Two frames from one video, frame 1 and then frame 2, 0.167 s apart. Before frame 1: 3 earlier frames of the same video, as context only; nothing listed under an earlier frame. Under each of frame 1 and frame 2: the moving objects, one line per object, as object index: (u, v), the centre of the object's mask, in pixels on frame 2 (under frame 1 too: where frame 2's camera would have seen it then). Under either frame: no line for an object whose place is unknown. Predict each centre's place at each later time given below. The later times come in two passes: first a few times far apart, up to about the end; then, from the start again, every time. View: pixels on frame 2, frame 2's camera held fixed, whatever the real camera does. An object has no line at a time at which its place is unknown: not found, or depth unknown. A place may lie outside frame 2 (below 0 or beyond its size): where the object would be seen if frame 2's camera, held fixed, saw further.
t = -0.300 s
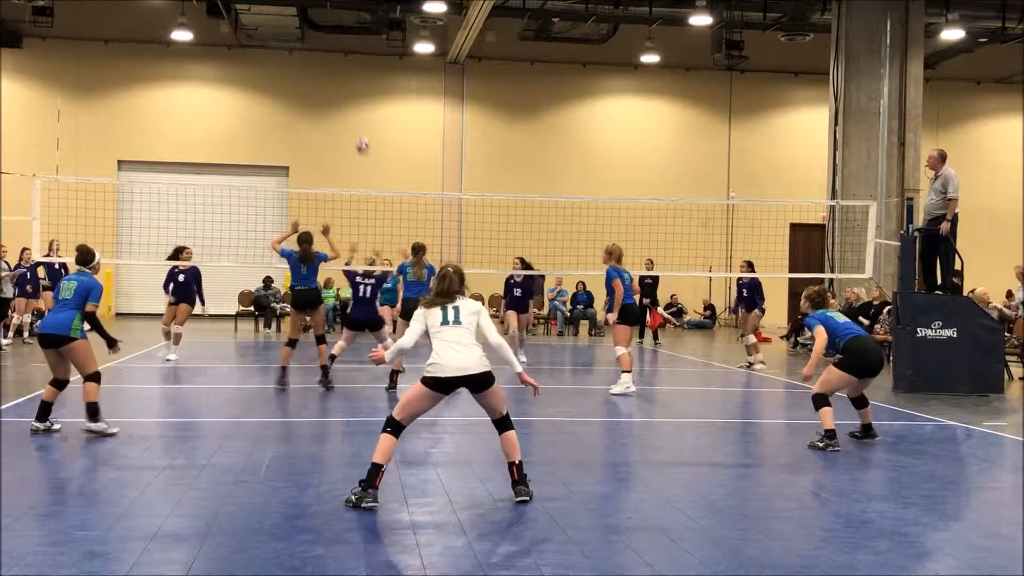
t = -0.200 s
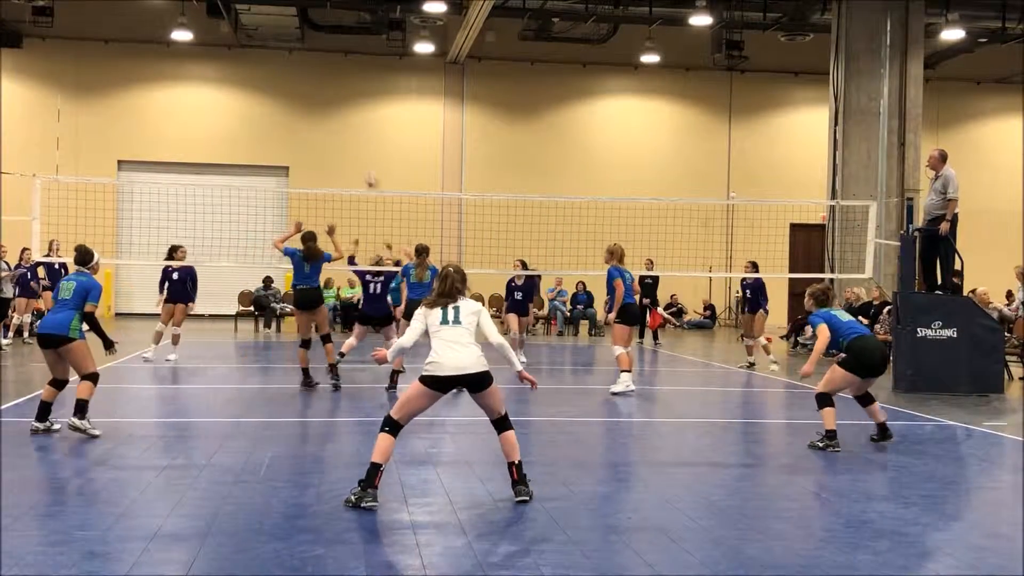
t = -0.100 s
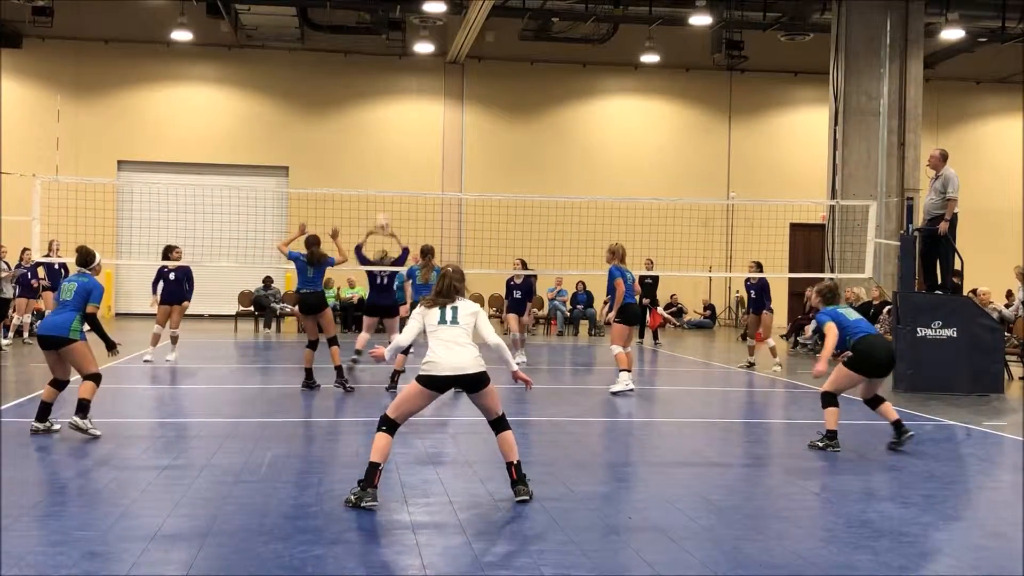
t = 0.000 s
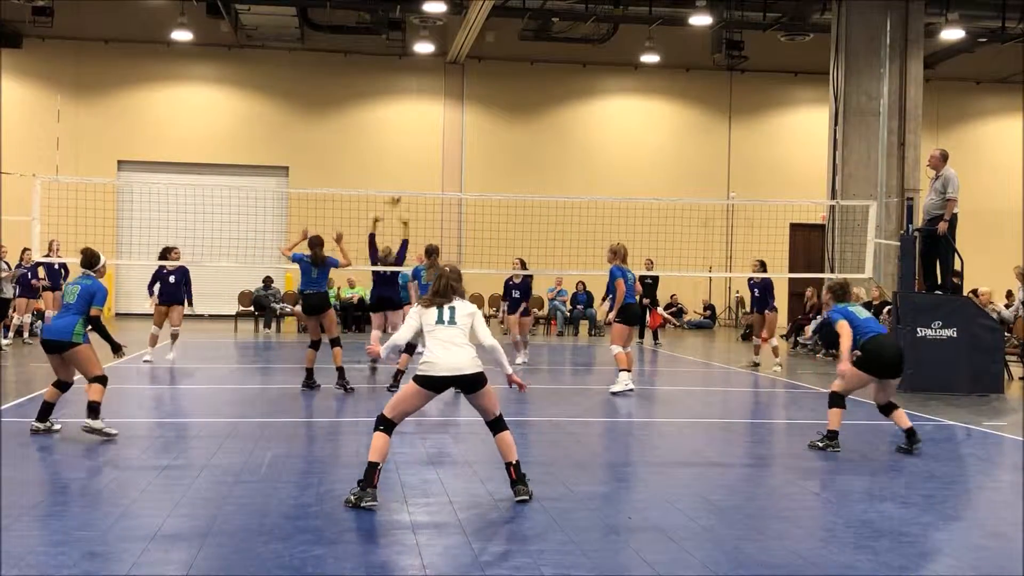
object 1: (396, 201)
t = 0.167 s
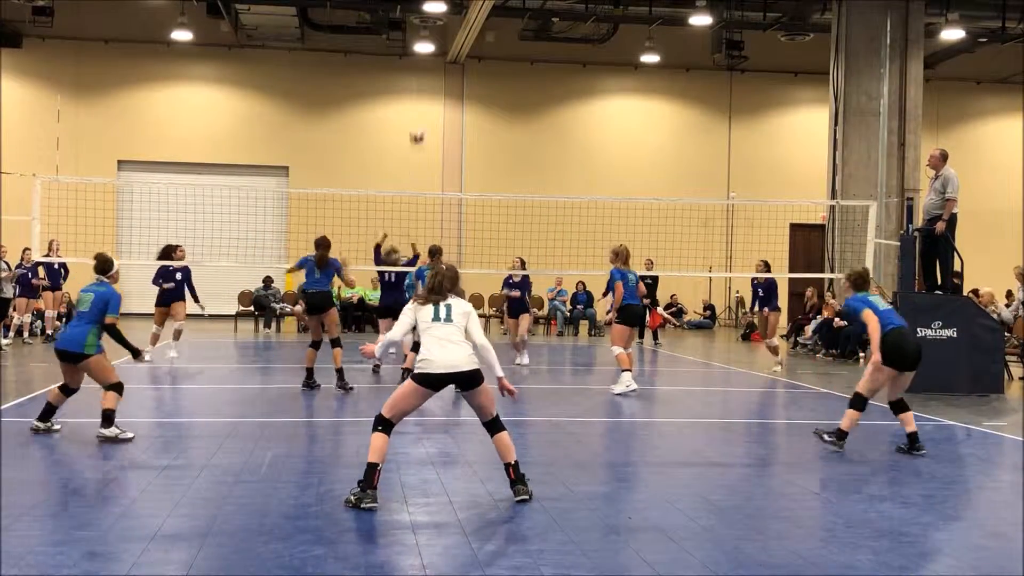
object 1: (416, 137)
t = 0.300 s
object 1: (434, 101)
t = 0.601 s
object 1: (470, 74)
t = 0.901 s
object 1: (505, 117)
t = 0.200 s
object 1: (420, 127)
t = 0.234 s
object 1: (425, 118)
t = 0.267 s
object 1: (429, 109)
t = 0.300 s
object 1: (434, 101)
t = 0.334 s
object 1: (438, 95)
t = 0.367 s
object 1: (442, 89)
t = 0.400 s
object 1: (446, 85)
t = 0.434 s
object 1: (451, 81)
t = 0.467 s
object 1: (455, 77)
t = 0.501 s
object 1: (459, 76)
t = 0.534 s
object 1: (463, 74)
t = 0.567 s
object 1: (467, 74)
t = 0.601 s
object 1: (470, 74)
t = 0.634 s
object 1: (474, 76)
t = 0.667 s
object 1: (478, 77)
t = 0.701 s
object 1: (482, 81)
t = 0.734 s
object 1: (486, 85)
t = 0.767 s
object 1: (490, 89)
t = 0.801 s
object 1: (494, 95)
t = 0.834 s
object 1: (498, 101)
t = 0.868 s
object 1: (502, 108)
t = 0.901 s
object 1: (505, 117)
